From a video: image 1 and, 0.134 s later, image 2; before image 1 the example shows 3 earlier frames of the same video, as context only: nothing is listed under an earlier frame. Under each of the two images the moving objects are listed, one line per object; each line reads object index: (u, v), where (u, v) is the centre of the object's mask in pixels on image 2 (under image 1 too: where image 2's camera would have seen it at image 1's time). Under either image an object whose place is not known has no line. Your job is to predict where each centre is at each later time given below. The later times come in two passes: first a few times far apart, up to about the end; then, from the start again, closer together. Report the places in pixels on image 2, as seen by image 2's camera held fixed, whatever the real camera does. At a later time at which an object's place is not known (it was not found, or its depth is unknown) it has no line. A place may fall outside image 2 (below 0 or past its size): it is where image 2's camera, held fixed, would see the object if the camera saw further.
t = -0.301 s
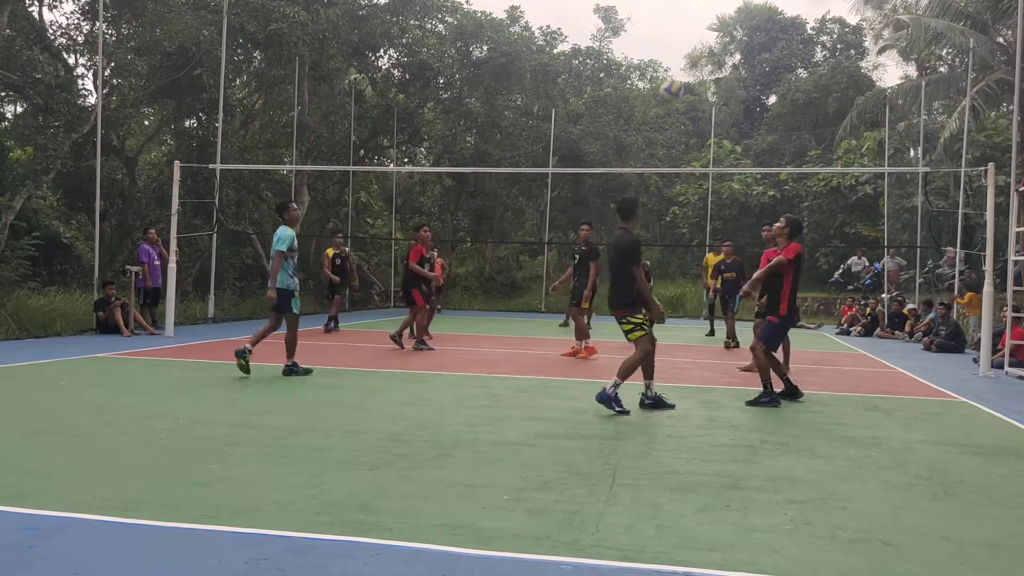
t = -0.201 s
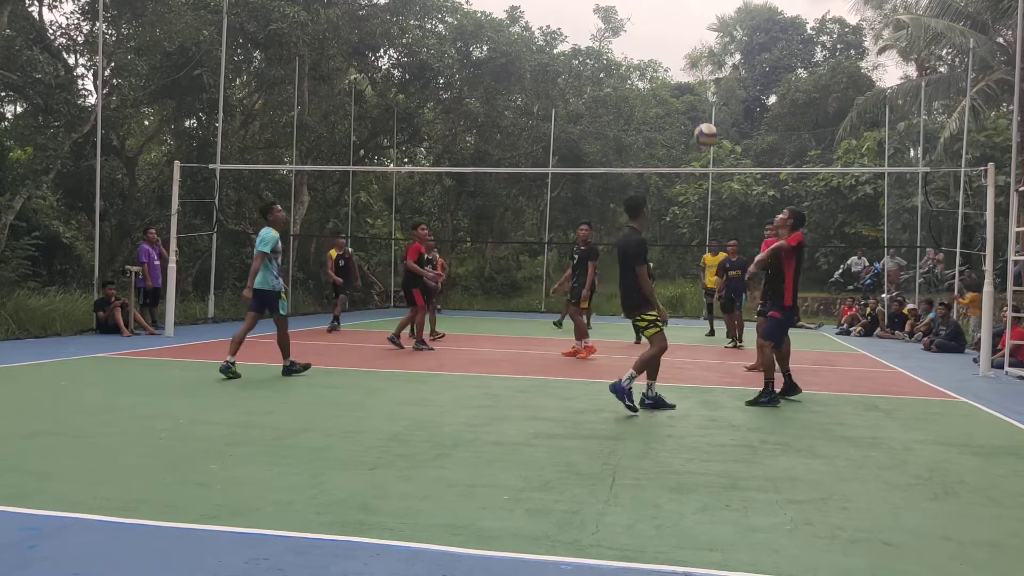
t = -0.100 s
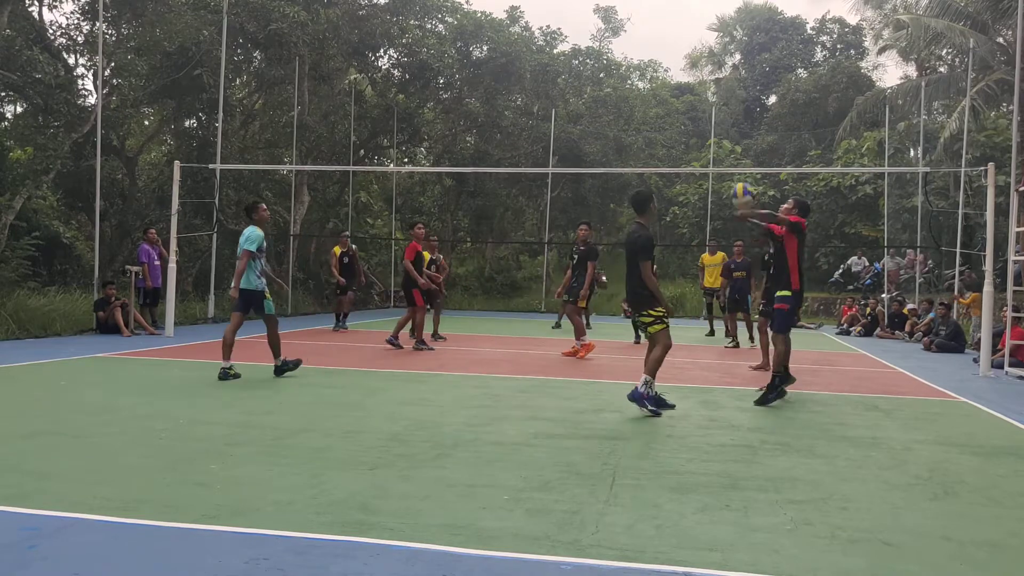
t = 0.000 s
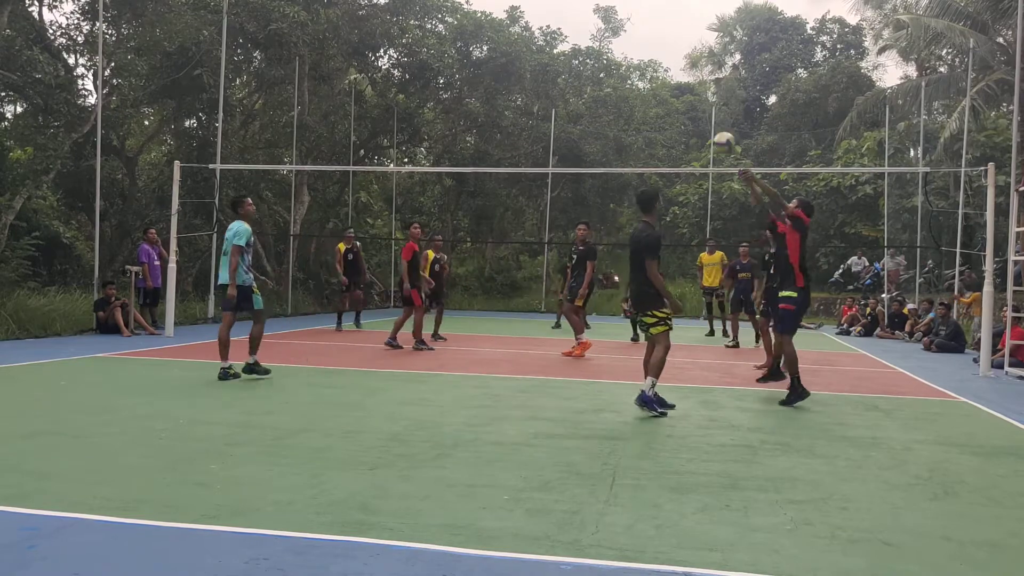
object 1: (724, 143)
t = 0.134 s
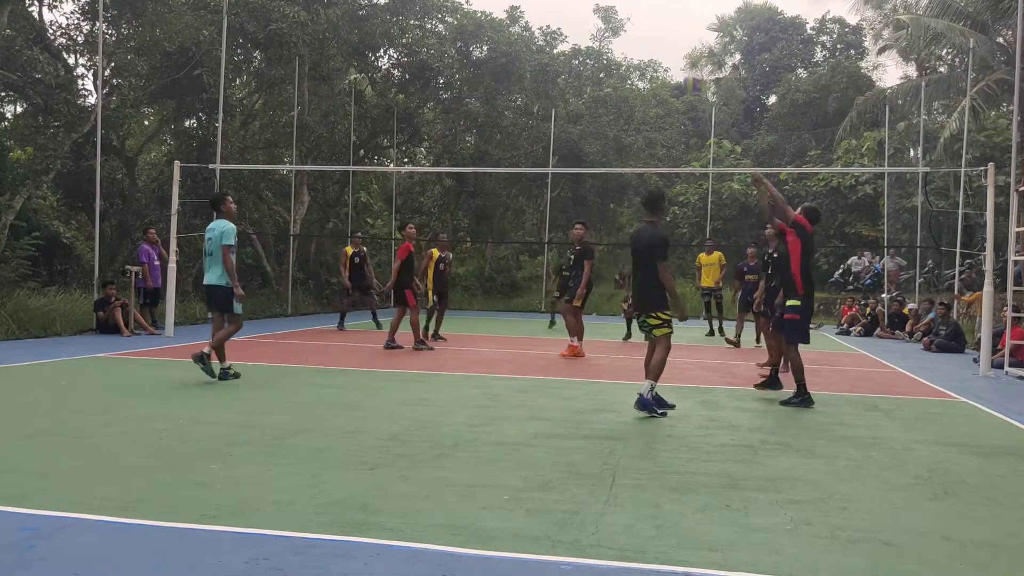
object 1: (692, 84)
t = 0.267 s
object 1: (666, 49)
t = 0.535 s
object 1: (622, 39)
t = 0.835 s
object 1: (583, 90)
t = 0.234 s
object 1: (672, 56)
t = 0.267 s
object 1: (666, 49)
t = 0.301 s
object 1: (660, 44)
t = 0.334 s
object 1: (654, 40)
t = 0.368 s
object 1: (648, 37)
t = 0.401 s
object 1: (642, 36)
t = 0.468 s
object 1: (632, 35)
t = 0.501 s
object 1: (627, 37)
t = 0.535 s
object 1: (622, 39)
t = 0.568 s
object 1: (618, 42)
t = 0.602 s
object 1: (613, 45)
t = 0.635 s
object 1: (608, 49)
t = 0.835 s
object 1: (583, 90)
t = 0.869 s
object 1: (579, 97)
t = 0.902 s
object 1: (575, 106)
